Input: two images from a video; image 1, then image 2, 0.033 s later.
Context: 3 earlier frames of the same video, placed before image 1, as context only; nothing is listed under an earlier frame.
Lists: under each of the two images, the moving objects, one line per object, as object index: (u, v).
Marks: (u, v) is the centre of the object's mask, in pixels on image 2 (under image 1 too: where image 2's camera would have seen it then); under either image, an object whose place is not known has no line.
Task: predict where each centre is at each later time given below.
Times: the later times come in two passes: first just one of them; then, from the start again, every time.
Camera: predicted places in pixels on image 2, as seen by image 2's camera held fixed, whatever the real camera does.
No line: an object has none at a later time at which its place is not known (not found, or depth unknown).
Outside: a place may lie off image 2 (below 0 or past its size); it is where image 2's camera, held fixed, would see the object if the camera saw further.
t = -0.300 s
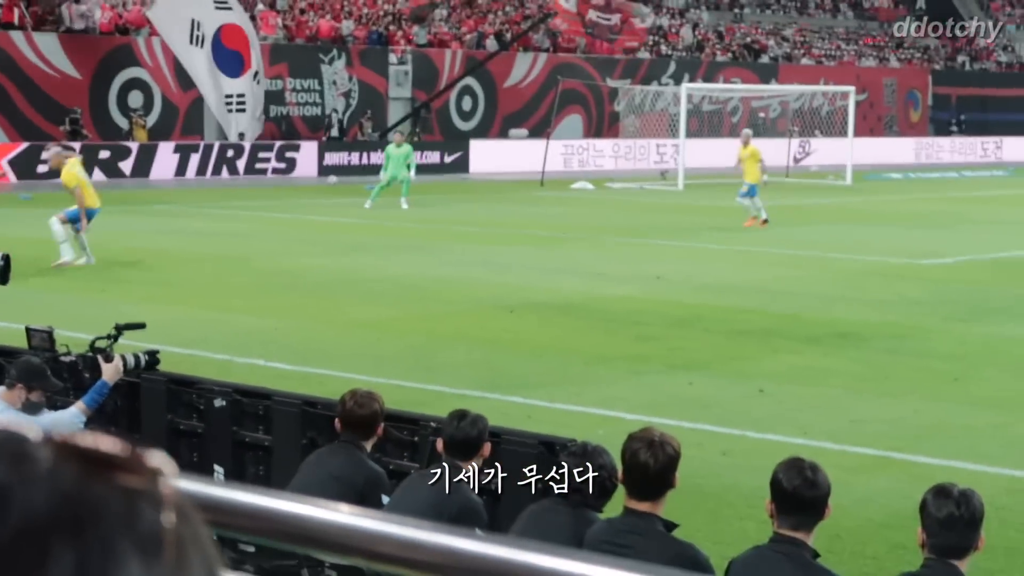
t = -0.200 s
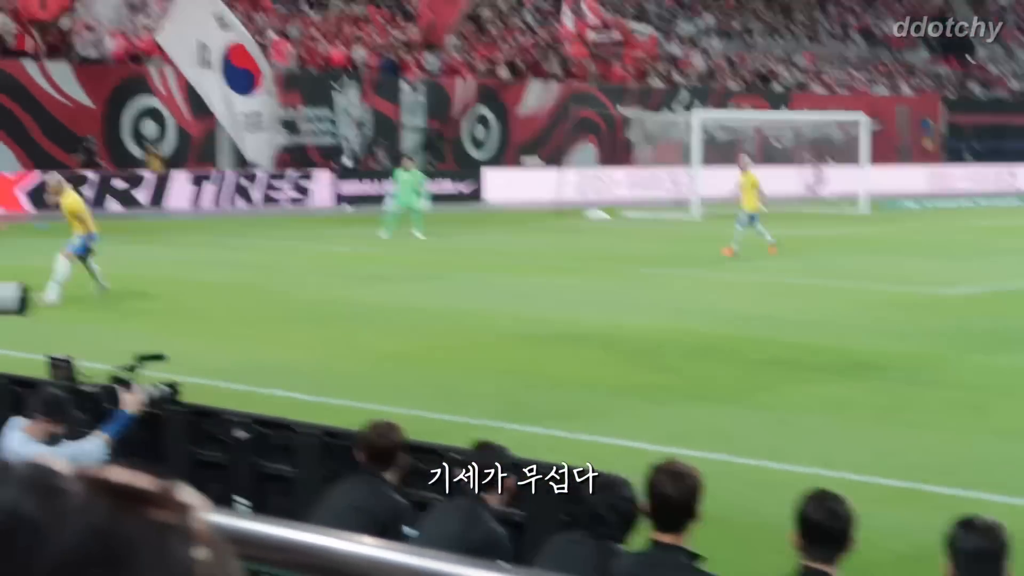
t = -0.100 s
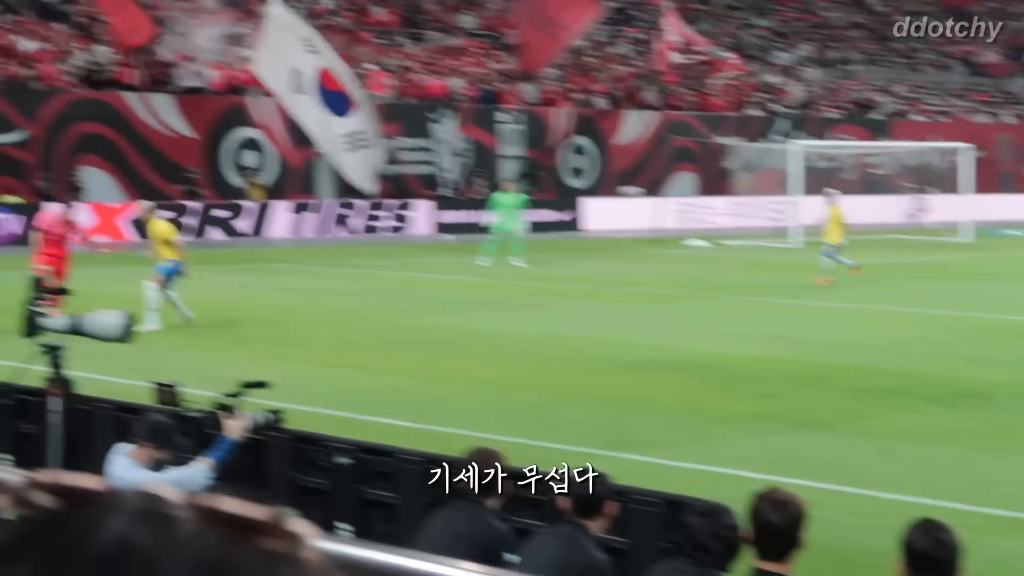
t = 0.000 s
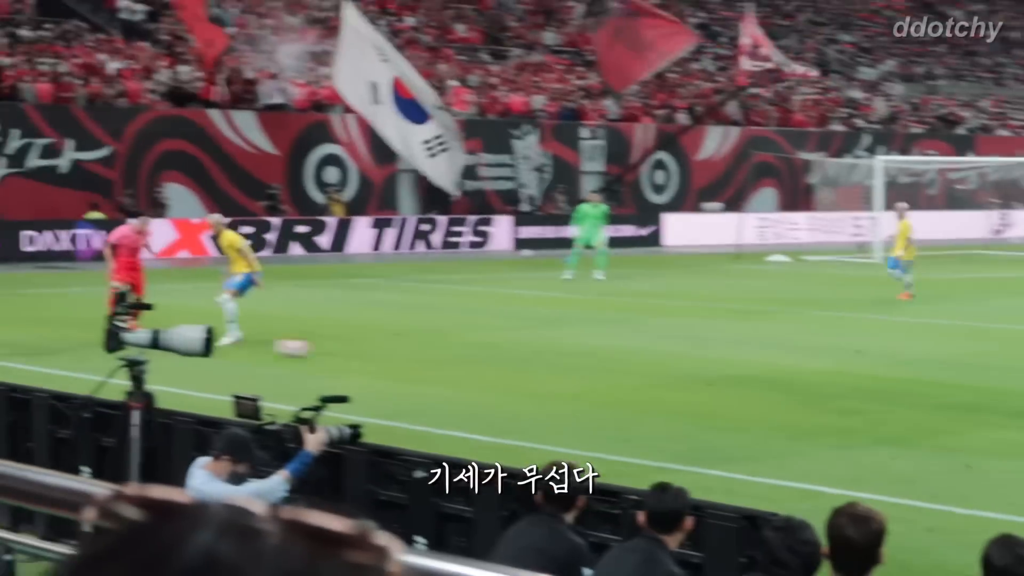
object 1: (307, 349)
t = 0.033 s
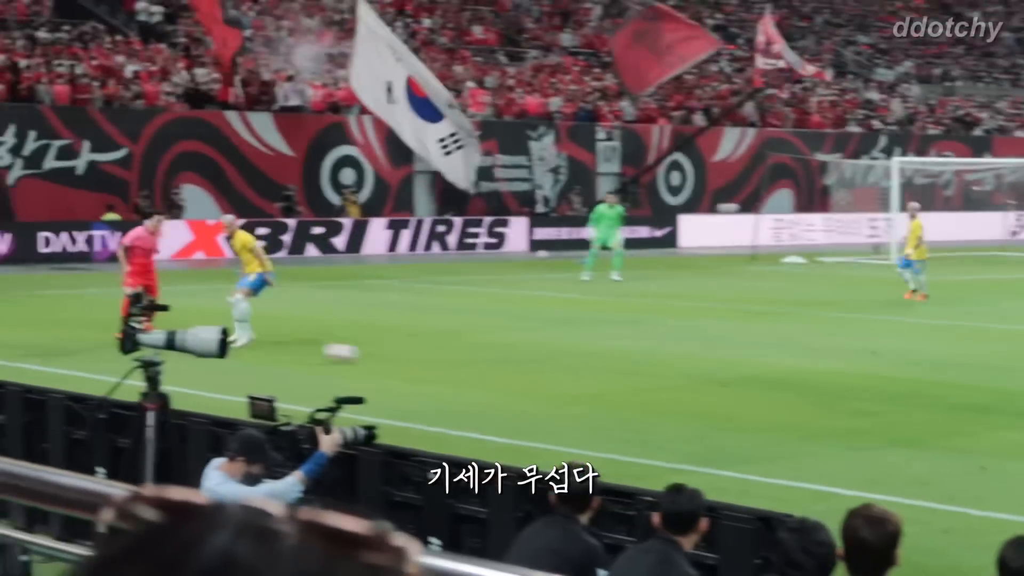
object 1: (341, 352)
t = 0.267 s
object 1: (589, 377)
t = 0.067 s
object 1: (375, 357)
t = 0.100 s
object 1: (410, 361)
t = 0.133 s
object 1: (445, 364)
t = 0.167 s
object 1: (480, 368)
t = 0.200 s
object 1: (516, 371)
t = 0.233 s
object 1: (553, 375)
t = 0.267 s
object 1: (589, 377)
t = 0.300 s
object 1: (627, 382)
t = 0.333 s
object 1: (664, 386)
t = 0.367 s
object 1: (701, 388)
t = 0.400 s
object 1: (738, 390)
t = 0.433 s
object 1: (776, 395)
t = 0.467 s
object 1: (812, 400)
